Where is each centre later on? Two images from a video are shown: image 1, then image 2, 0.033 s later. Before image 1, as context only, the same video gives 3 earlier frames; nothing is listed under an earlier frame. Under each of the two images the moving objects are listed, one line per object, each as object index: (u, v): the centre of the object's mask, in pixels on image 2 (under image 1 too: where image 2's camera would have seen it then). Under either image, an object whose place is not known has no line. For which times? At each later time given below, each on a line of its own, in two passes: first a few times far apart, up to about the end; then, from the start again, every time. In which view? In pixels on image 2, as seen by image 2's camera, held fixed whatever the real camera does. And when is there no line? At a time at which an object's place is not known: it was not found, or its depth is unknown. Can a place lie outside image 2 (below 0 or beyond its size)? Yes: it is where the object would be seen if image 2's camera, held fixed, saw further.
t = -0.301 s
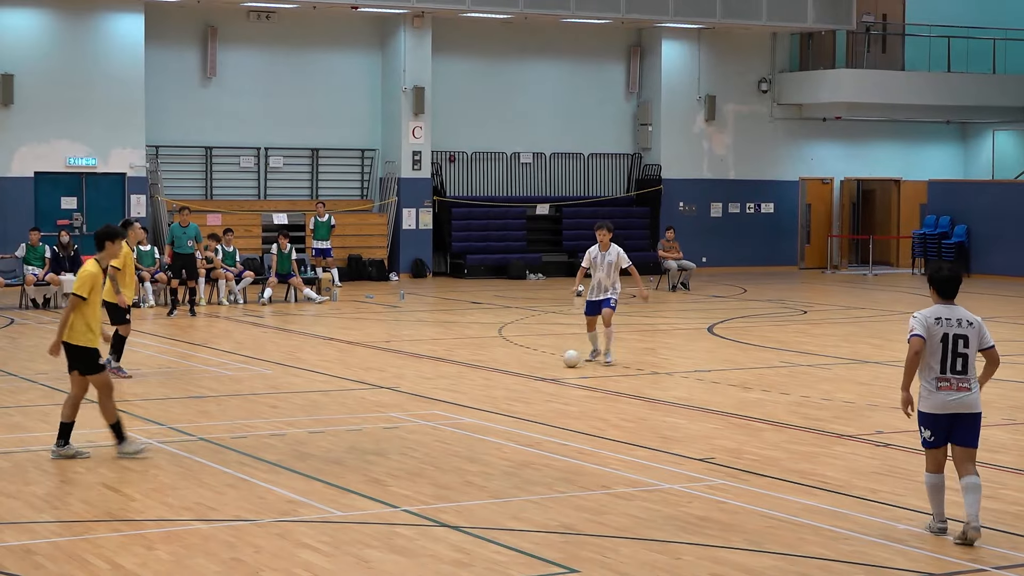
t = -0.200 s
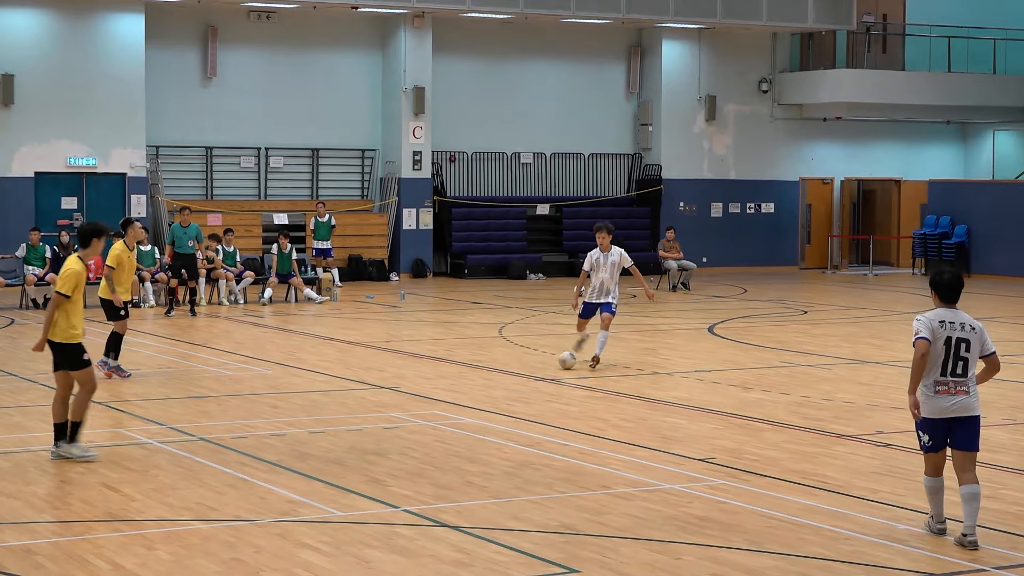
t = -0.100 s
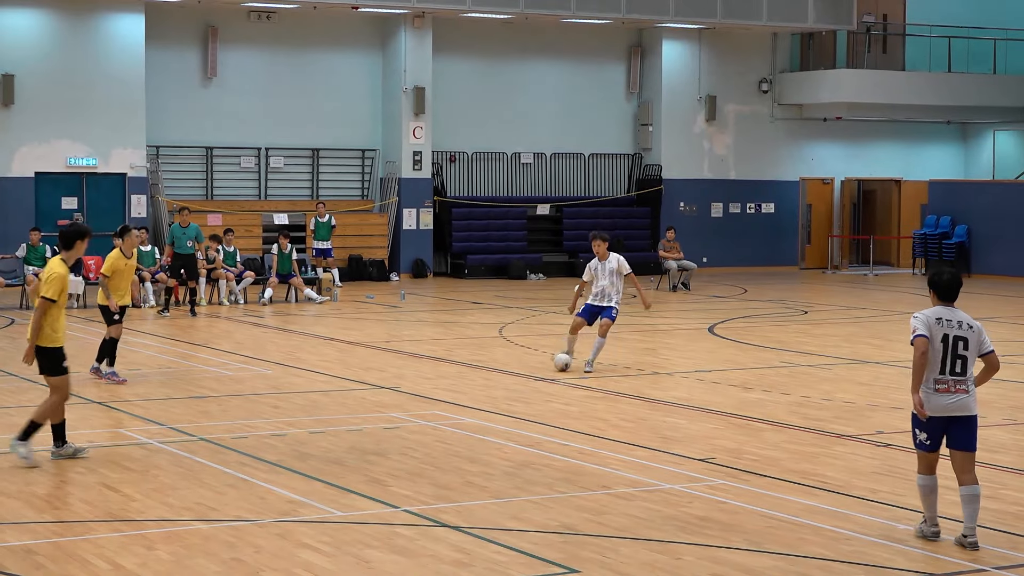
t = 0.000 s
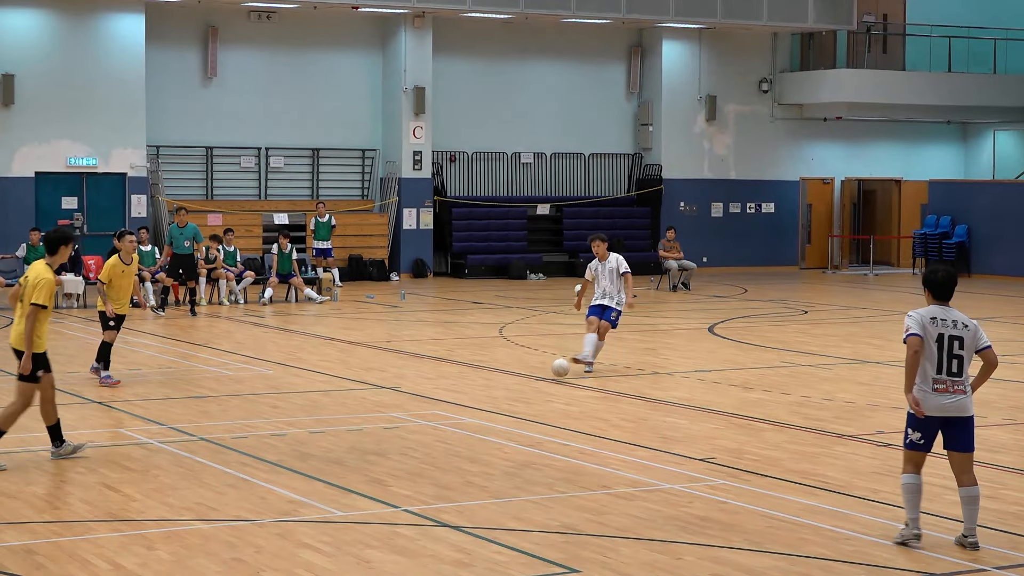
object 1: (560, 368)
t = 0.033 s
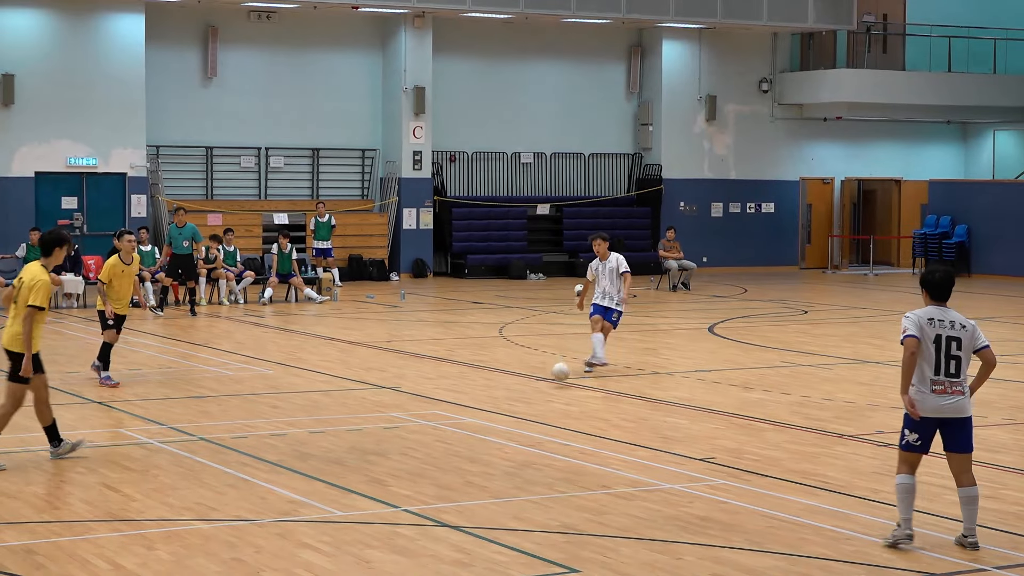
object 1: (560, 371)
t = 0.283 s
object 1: (558, 420)
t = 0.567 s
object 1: (557, 483)
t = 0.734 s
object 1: (556, 529)
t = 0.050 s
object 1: (560, 374)
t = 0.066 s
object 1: (560, 377)
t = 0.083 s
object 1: (560, 380)
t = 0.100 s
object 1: (560, 383)
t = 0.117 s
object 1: (560, 387)
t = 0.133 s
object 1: (560, 391)
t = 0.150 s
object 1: (559, 396)
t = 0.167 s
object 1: (559, 399)
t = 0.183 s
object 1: (559, 401)
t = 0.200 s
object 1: (559, 403)
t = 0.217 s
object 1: (558, 405)
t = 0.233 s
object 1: (558, 409)
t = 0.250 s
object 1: (558, 412)
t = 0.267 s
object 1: (558, 415)
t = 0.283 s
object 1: (558, 420)
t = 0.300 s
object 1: (557, 423)
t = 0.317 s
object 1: (557, 426)
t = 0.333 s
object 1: (557, 429)
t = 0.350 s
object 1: (557, 433)
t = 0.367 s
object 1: (557, 437)
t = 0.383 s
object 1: (557, 441)
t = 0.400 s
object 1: (557, 444)
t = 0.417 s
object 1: (557, 447)
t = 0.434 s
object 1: (557, 451)
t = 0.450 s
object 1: (557, 455)
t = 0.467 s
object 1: (557, 459)
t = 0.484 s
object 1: (557, 463)
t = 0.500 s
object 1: (557, 466)
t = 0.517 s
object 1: (557, 471)
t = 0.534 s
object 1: (557, 474)
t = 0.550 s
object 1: (557, 478)
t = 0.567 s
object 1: (557, 483)
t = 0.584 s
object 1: (557, 487)
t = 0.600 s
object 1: (557, 491)
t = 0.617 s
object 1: (557, 495)
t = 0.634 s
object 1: (557, 500)
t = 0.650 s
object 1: (556, 505)
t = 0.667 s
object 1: (556, 510)
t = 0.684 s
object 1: (556, 515)
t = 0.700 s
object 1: (556, 520)
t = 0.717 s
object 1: (556, 524)
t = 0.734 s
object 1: (556, 529)
